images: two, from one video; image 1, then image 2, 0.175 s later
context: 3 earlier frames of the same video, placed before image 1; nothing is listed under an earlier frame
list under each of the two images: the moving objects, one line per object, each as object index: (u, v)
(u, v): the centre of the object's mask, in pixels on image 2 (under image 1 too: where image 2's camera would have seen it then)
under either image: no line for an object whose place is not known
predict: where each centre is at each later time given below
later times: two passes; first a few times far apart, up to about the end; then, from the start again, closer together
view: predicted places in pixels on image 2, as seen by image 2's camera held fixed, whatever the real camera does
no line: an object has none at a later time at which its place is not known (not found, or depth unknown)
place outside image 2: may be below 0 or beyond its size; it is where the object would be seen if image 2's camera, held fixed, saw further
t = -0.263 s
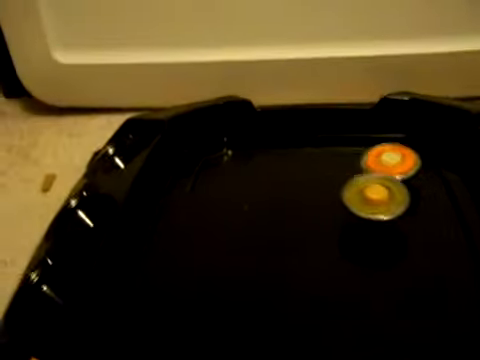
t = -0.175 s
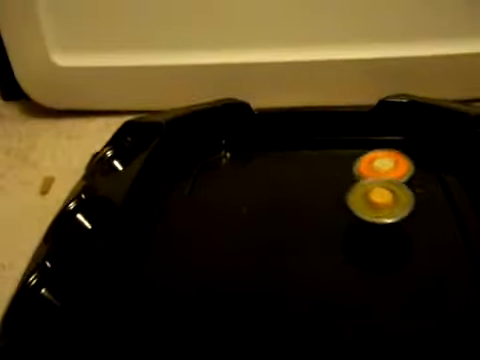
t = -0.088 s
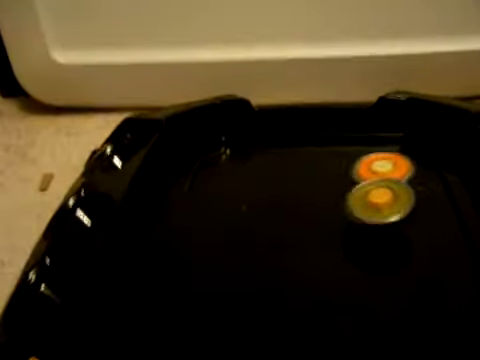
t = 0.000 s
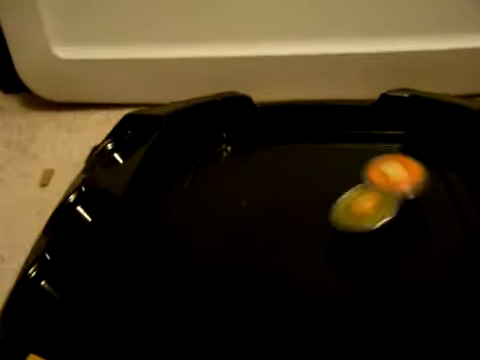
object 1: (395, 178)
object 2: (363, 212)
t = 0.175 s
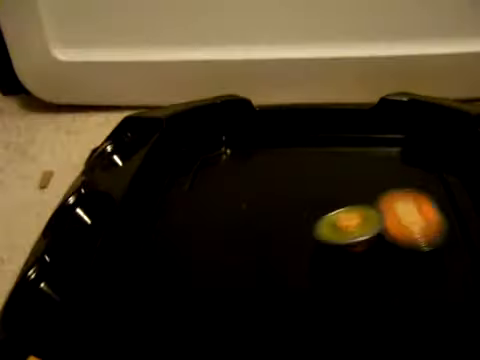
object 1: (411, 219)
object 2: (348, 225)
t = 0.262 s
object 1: (422, 246)
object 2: (339, 230)
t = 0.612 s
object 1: (456, 313)
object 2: (304, 239)
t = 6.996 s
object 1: (420, 291)
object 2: (366, 164)
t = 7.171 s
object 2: (365, 157)
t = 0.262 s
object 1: (422, 246)
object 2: (339, 230)
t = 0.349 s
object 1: (439, 276)
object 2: (331, 233)
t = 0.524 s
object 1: (458, 309)
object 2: (315, 237)
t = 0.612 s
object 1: (456, 313)
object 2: (304, 239)
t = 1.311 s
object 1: (414, 336)
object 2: (294, 211)
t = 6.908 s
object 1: (423, 287)
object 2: (375, 159)
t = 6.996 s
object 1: (420, 291)
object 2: (366, 164)
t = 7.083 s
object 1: (427, 285)
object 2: (366, 160)
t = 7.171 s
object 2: (365, 157)
